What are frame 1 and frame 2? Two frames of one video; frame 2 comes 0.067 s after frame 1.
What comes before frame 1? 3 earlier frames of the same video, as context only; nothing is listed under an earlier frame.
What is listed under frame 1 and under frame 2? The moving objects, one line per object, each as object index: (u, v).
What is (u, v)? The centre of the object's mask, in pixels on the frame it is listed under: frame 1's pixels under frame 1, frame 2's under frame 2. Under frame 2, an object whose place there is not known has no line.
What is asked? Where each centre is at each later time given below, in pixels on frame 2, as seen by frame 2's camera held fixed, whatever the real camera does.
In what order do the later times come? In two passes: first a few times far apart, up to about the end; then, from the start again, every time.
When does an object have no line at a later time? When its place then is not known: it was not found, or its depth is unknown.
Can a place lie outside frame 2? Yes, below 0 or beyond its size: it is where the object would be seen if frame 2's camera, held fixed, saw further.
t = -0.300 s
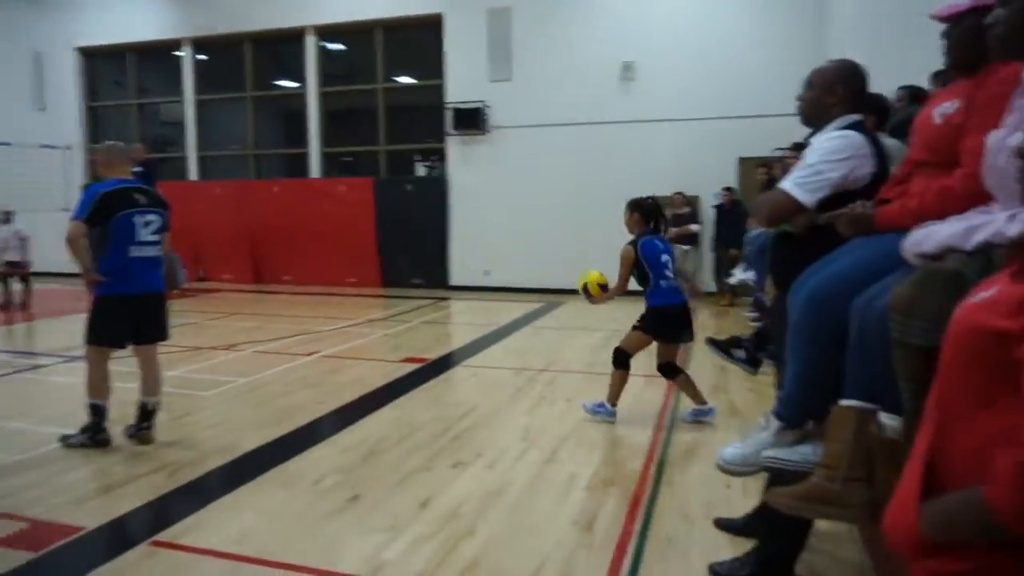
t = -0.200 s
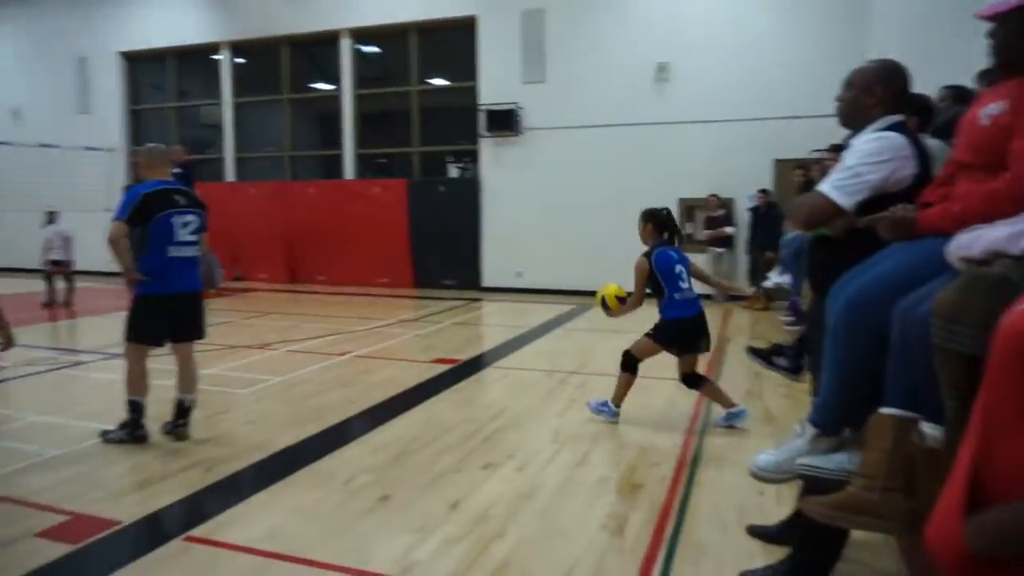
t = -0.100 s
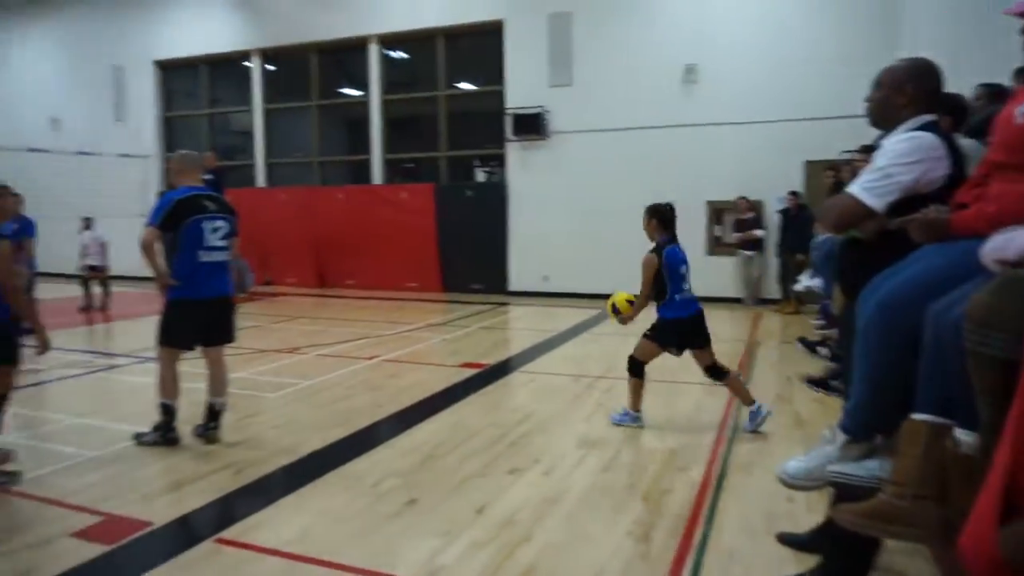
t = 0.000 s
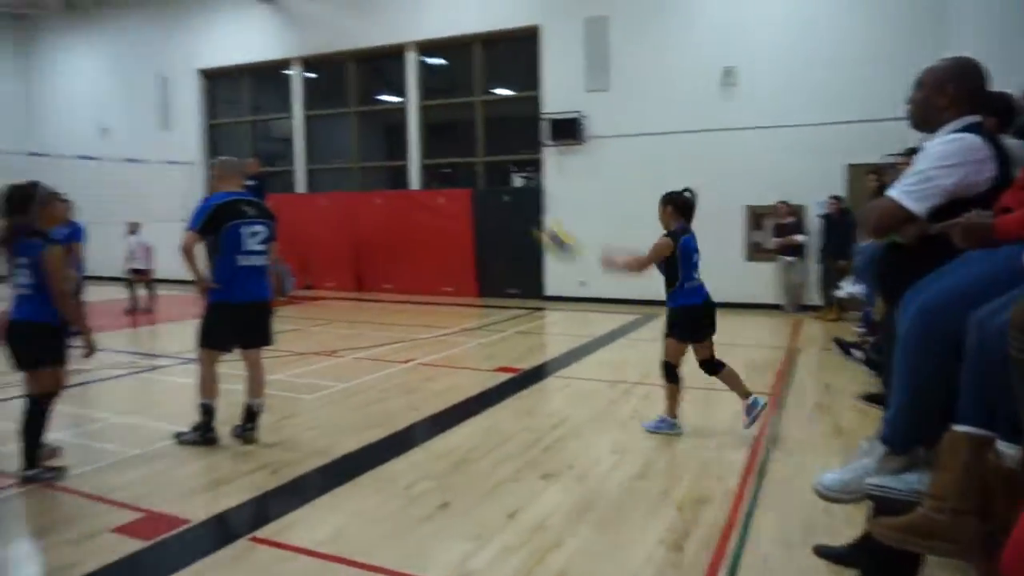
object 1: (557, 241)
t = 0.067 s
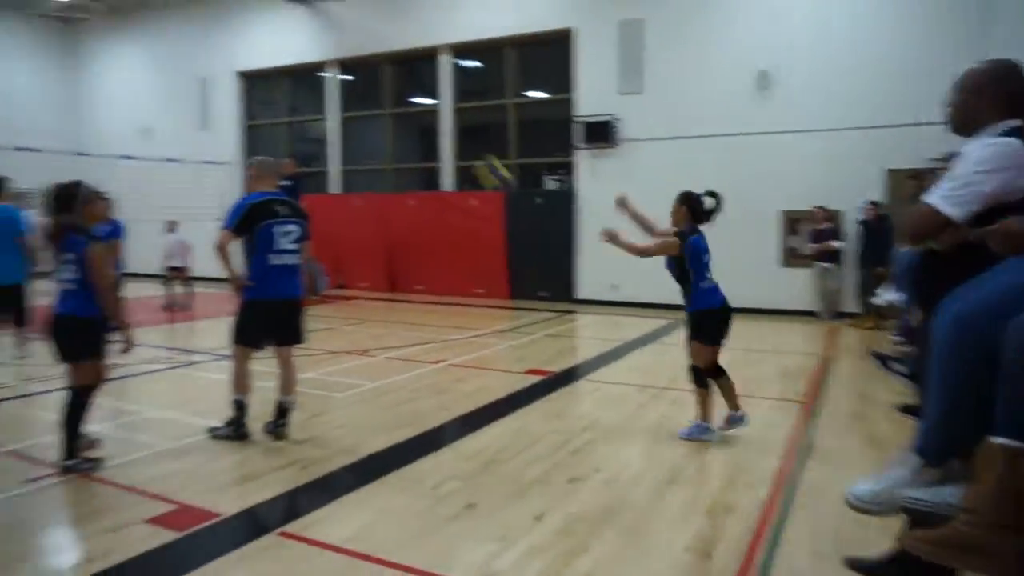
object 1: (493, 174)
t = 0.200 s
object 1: (331, 74)
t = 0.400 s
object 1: (139, -12)
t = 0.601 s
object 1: (-3, -32)
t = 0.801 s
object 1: (-113, -2)
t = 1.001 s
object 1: (-196, 52)
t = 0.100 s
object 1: (453, 148)
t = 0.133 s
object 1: (409, 122)
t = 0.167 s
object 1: (368, 96)
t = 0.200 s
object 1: (331, 74)
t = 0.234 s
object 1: (294, 56)
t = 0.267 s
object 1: (260, 38)
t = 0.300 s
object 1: (227, 23)
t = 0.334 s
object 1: (196, 9)
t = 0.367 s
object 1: (167, -3)
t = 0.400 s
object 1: (139, -12)
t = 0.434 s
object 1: (112, -19)
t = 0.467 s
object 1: (87, -24)
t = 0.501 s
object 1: (63, -29)
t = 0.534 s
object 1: (42, -31)
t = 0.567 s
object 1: (19, -34)
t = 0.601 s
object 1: (-3, -32)
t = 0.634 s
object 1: (-23, -30)
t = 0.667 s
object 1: (-41, -26)
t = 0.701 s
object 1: (-60, -21)
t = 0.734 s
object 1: (-80, -17)
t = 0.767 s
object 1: (-98, -11)
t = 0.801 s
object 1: (-113, -2)
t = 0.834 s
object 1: (-129, 5)
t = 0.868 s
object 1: (-144, 13)
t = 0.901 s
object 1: (-157, 21)
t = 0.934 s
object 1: (-169, 31)
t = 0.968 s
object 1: (-183, 41)
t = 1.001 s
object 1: (-196, 52)
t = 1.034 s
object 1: (-208, 63)
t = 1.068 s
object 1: (-220, 75)
